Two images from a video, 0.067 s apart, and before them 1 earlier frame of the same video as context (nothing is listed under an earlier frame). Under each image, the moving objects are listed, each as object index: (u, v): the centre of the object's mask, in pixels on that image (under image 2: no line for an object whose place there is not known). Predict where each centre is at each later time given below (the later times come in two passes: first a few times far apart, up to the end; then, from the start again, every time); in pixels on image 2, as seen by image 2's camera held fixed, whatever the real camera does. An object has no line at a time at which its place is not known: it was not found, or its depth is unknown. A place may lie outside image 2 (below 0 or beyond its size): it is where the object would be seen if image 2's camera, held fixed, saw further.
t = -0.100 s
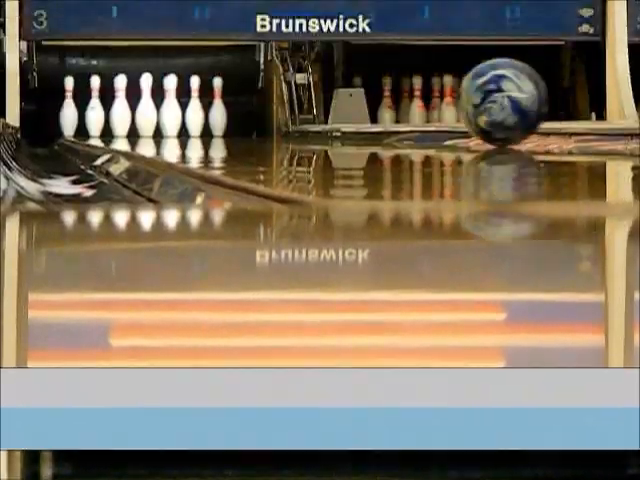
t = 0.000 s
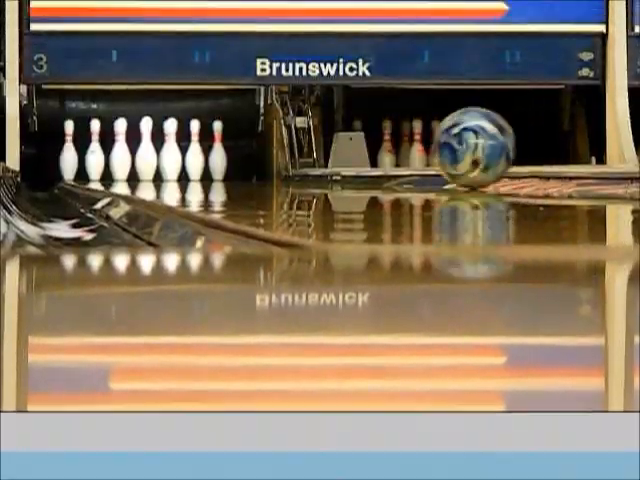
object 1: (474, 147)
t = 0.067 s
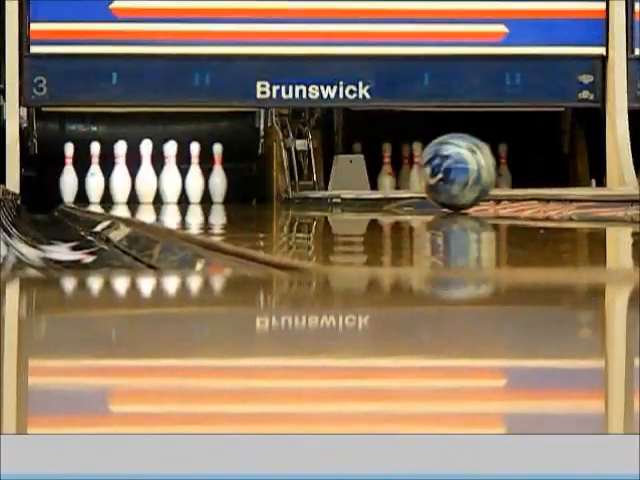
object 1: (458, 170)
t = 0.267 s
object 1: (408, 175)
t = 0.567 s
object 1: (356, 179)
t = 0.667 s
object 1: (343, 180)
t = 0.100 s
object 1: (447, 172)
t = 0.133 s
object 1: (438, 171)
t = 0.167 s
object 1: (430, 172)
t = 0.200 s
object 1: (423, 173)
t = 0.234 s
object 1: (415, 174)
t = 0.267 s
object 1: (408, 175)
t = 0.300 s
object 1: (402, 175)
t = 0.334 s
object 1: (395, 176)
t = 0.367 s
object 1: (390, 176)
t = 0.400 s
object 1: (383, 177)
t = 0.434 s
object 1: (377, 177)
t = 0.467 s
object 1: (372, 178)
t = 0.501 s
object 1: (366, 178)
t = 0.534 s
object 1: (360, 179)
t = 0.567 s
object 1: (356, 179)
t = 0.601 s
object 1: (351, 178)
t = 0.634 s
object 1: (347, 179)
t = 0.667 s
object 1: (343, 180)
